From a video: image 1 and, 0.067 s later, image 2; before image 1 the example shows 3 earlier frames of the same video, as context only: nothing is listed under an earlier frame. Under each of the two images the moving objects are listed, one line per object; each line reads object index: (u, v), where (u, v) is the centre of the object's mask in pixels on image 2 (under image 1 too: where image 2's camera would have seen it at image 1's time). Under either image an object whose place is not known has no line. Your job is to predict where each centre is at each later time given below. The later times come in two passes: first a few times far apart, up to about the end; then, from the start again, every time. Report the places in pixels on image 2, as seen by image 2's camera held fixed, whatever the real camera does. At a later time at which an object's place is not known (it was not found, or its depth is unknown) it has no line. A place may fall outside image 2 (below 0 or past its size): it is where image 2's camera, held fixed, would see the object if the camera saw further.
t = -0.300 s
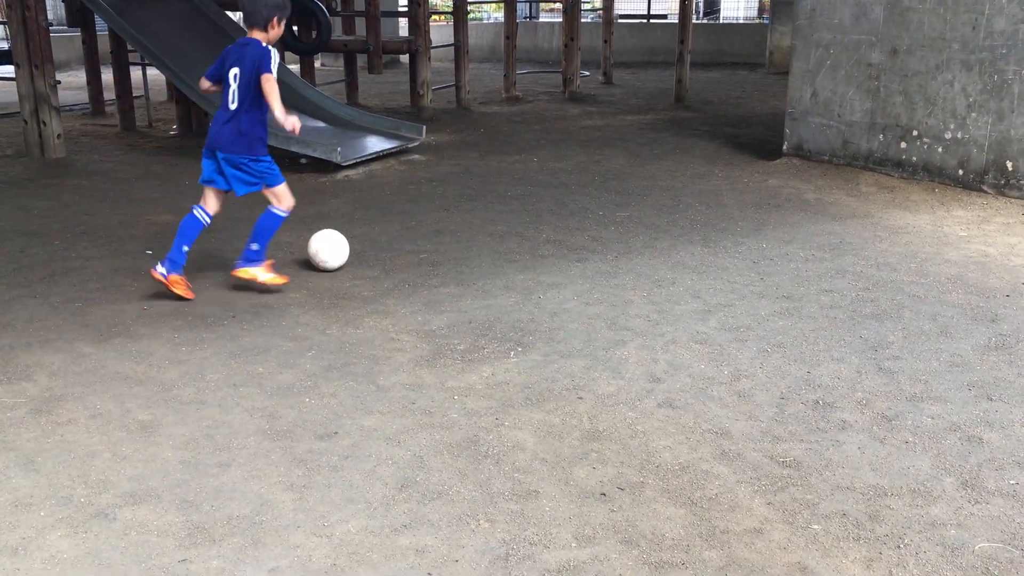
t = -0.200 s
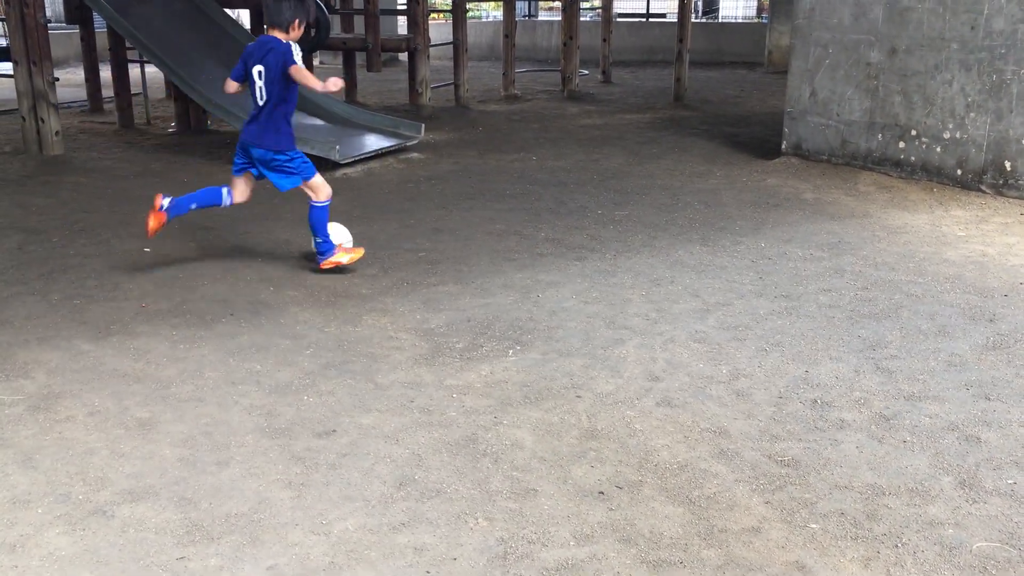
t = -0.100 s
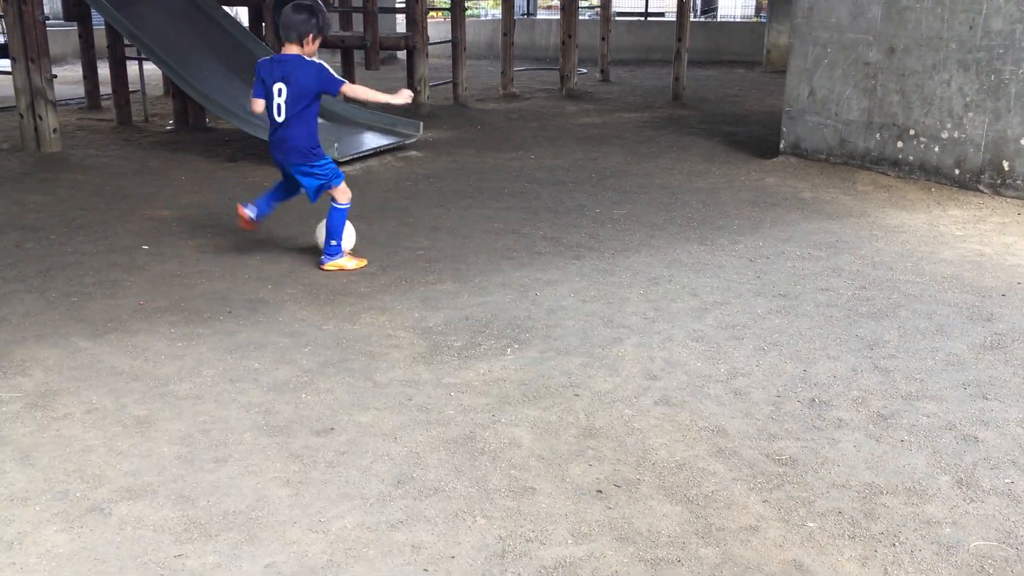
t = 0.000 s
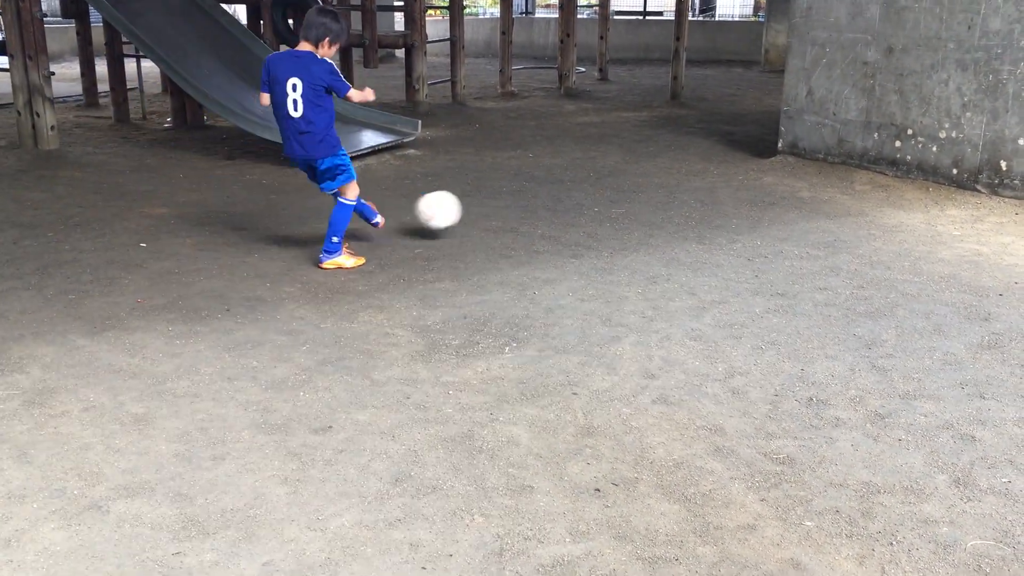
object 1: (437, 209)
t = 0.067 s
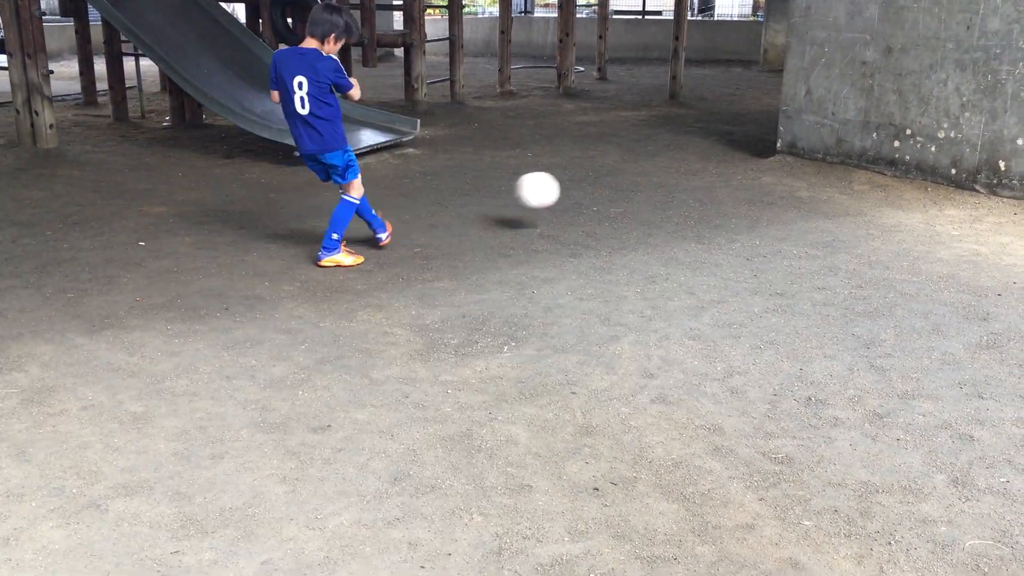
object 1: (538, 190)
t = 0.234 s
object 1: (765, 178)
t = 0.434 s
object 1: (985, 183)
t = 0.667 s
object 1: (863, 183)
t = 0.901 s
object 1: (711, 217)
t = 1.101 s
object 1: (601, 233)
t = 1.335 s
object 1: (485, 254)
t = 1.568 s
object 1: (360, 273)
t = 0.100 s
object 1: (586, 183)
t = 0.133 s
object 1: (632, 179)
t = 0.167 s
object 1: (678, 177)
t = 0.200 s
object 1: (722, 177)
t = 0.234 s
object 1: (765, 178)
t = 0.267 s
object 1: (807, 182)
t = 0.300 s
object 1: (847, 187)
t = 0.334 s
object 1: (886, 195)
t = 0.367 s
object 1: (922, 193)
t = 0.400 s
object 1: (954, 187)
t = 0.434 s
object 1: (985, 183)
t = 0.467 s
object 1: (989, 178)
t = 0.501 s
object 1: (970, 175)
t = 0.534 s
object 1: (950, 172)
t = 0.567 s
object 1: (930, 172)
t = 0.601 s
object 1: (908, 173)
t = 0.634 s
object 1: (886, 178)
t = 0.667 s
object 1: (863, 183)
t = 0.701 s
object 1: (839, 191)
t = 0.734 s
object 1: (814, 201)
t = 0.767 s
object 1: (789, 214)
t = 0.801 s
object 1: (769, 216)
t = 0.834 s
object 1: (750, 214)
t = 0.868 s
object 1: (731, 214)
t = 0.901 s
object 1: (711, 217)
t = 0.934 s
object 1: (690, 222)
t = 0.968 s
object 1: (669, 229)
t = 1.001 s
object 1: (651, 230)
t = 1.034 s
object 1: (635, 229)
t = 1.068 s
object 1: (618, 230)
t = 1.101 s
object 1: (601, 233)
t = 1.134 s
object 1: (584, 238)
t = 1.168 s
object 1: (567, 242)
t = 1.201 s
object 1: (552, 242)
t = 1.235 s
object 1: (535, 245)
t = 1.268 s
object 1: (519, 249)
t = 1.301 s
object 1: (502, 253)
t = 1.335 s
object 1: (485, 254)
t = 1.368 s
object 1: (468, 258)
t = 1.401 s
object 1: (451, 261)
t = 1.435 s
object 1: (433, 264)
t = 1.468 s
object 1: (415, 266)
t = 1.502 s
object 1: (397, 269)
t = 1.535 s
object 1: (379, 271)
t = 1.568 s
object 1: (360, 273)
